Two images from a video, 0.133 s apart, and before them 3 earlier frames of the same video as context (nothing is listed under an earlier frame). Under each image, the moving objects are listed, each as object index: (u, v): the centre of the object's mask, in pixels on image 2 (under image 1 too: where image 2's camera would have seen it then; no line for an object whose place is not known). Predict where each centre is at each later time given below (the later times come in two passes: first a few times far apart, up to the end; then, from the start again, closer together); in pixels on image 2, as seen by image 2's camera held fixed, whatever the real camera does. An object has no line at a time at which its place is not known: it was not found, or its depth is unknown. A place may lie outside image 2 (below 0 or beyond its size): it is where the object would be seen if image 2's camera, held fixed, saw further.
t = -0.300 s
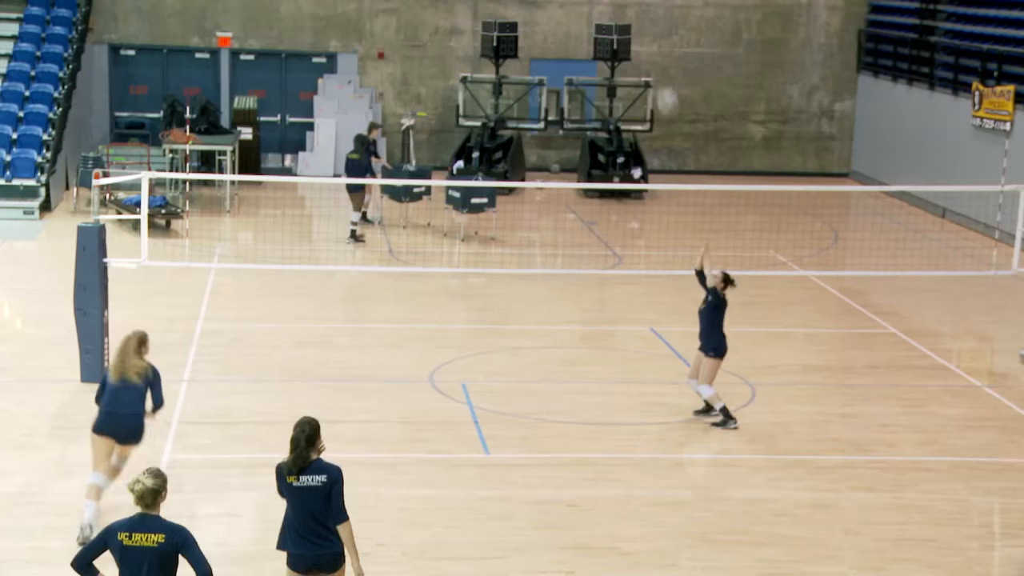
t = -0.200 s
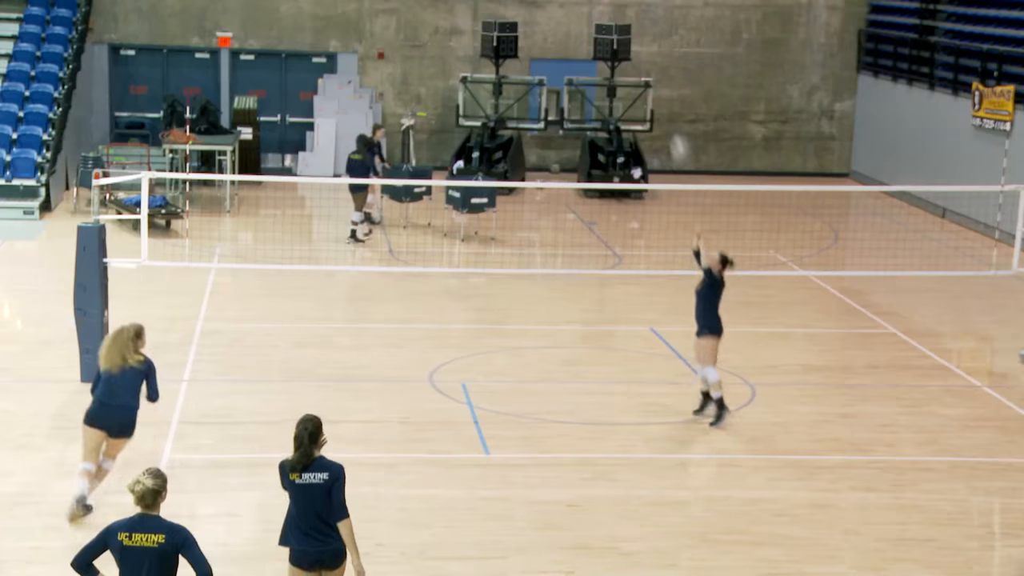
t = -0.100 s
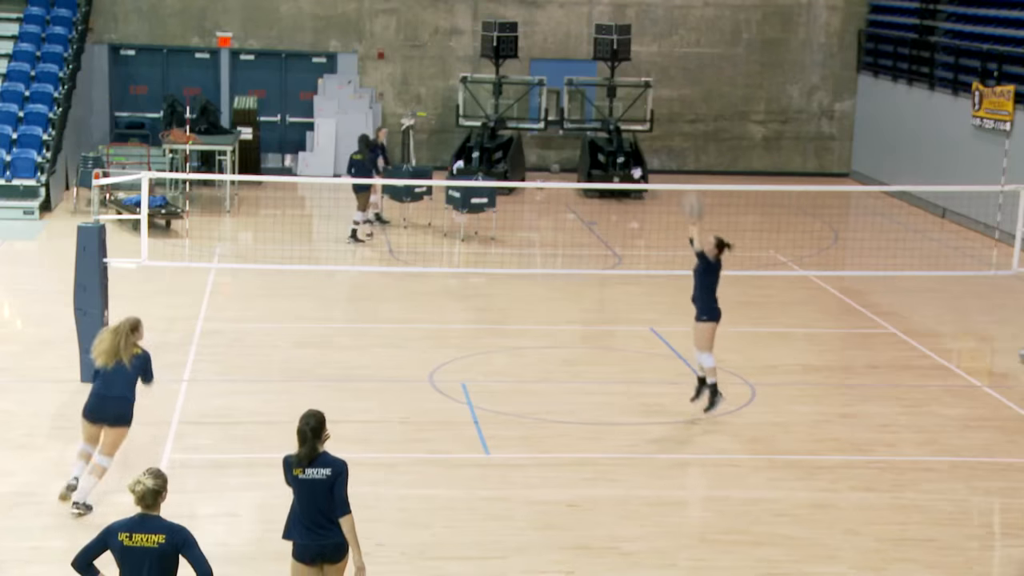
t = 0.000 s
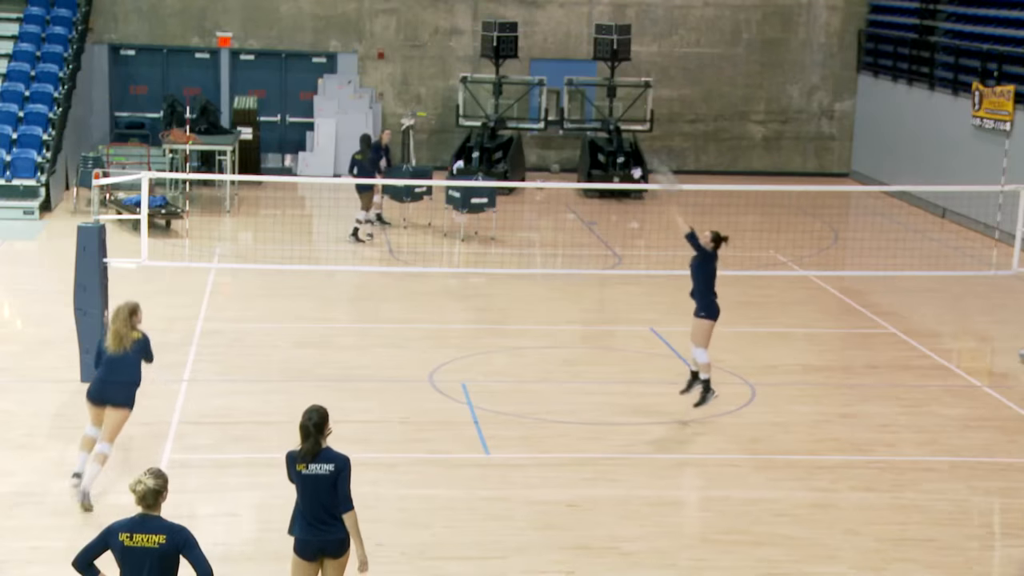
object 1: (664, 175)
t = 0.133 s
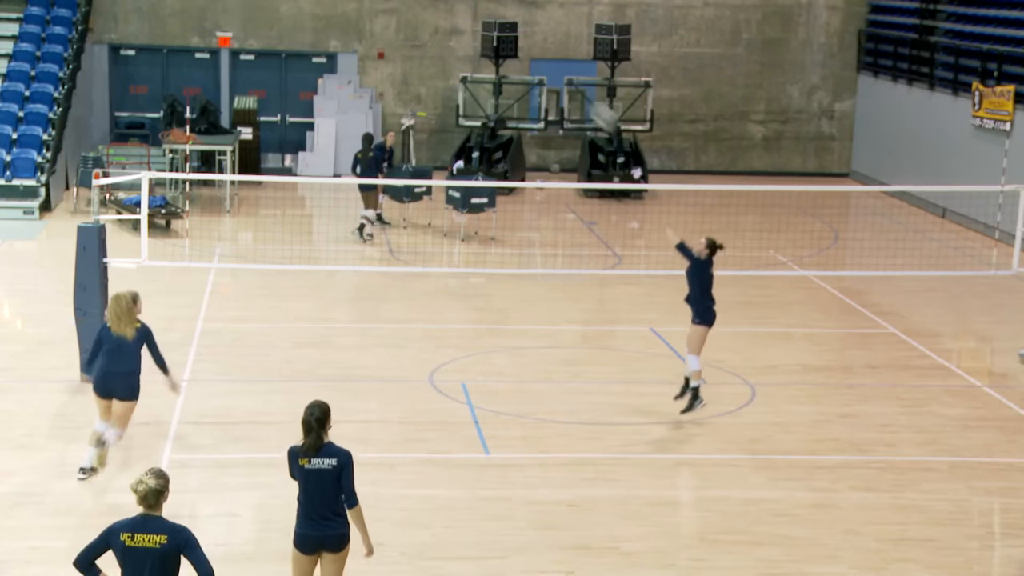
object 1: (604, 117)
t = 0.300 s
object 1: (527, 59)
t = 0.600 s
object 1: (390, 27)
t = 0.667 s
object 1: (358, 34)
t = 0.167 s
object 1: (588, 104)
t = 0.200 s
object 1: (574, 91)
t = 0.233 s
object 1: (557, 79)
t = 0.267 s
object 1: (543, 70)
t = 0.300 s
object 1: (527, 59)
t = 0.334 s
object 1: (510, 52)
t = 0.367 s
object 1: (496, 47)
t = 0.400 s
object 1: (483, 42)
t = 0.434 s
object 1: (464, 36)
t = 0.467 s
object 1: (450, 32)
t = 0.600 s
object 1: (390, 27)
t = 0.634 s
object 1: (373, 30)
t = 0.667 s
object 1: (358, 34)
